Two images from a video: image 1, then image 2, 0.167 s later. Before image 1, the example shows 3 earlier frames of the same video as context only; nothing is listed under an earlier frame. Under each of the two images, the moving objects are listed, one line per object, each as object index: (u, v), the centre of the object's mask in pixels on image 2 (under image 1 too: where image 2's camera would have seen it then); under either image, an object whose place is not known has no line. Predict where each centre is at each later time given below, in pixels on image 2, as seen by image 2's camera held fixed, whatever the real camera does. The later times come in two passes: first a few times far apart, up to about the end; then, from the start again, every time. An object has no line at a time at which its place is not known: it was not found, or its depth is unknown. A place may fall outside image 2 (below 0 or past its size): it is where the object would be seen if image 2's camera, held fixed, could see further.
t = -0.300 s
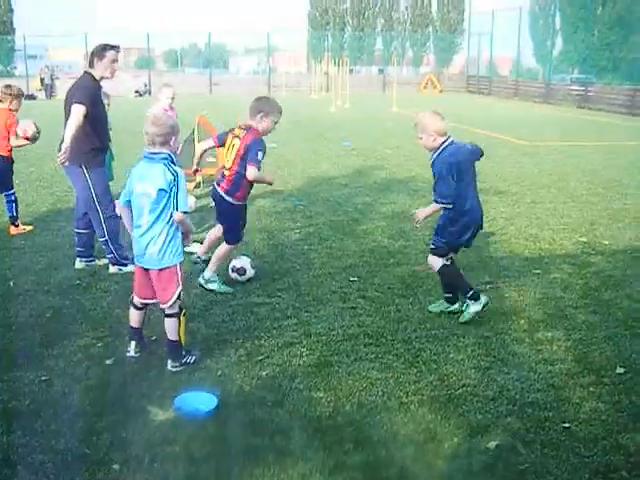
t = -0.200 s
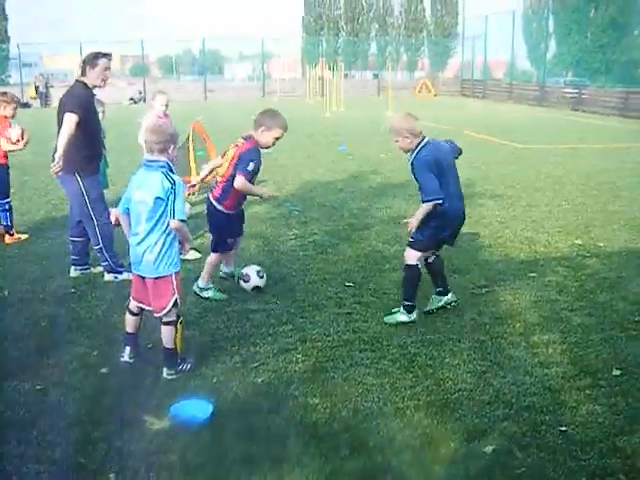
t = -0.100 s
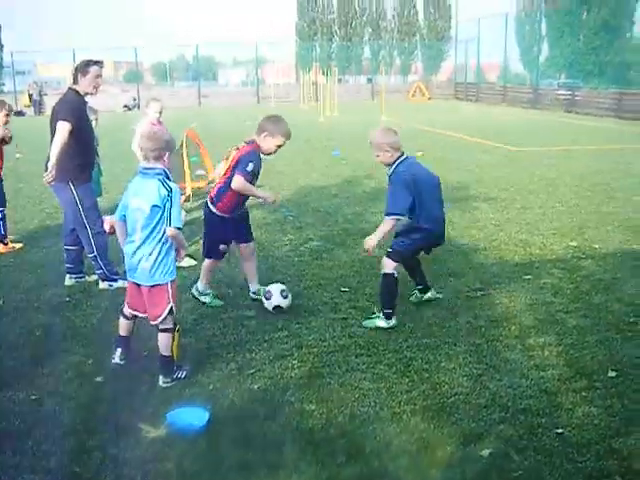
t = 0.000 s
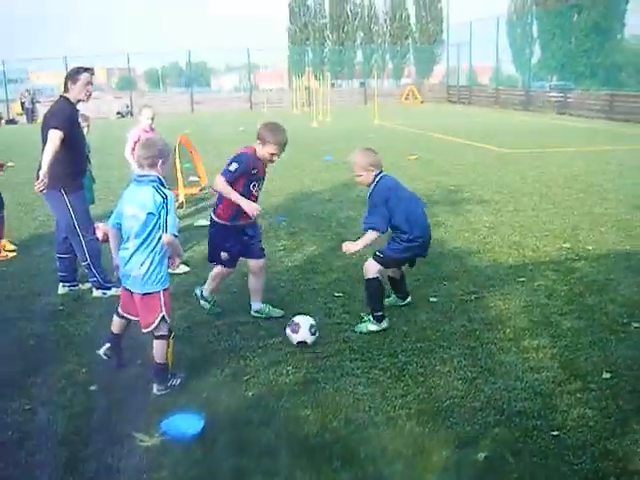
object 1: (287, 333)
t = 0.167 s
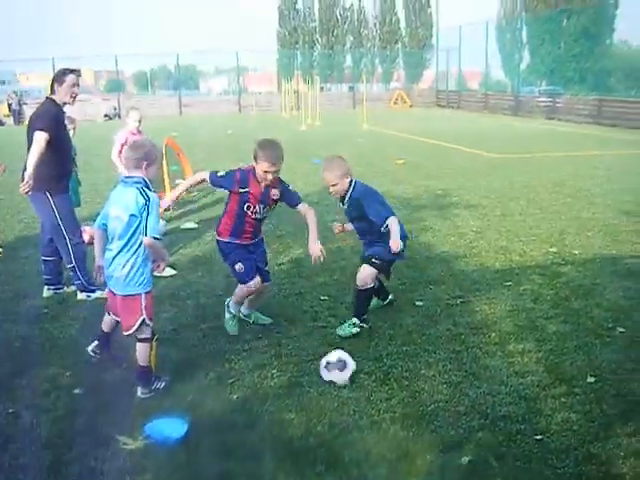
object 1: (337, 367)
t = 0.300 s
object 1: (378, 394)
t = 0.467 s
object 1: (435, 429)
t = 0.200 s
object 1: (347, 373)
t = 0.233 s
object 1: (357, 380)
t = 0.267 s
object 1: (368, 388)
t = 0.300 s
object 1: (378, 394)
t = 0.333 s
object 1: (389, 400)
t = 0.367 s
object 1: (400, 408)
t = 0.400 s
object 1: (411, 414)
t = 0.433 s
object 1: (422, 422)
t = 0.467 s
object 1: (435, 429)
